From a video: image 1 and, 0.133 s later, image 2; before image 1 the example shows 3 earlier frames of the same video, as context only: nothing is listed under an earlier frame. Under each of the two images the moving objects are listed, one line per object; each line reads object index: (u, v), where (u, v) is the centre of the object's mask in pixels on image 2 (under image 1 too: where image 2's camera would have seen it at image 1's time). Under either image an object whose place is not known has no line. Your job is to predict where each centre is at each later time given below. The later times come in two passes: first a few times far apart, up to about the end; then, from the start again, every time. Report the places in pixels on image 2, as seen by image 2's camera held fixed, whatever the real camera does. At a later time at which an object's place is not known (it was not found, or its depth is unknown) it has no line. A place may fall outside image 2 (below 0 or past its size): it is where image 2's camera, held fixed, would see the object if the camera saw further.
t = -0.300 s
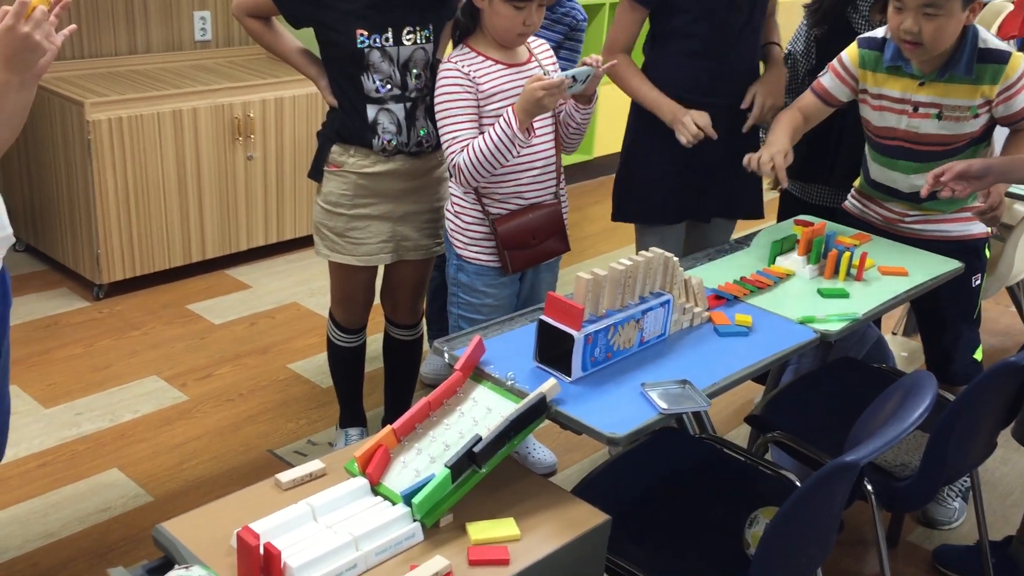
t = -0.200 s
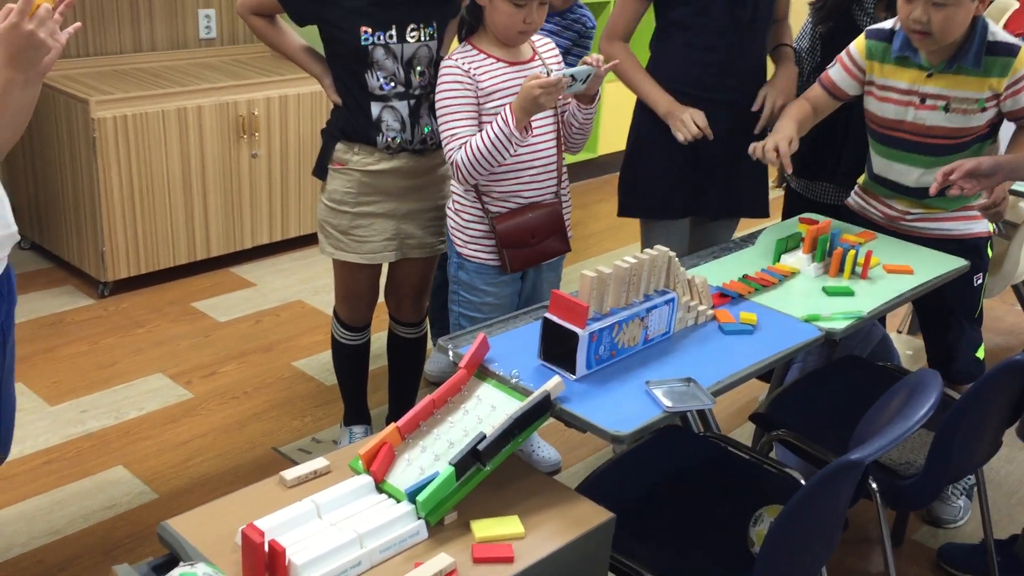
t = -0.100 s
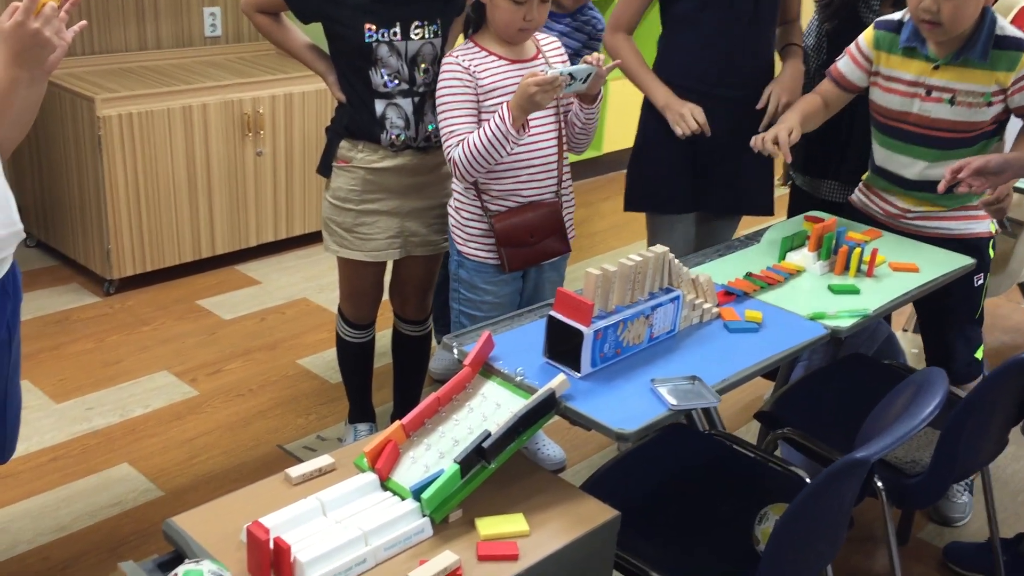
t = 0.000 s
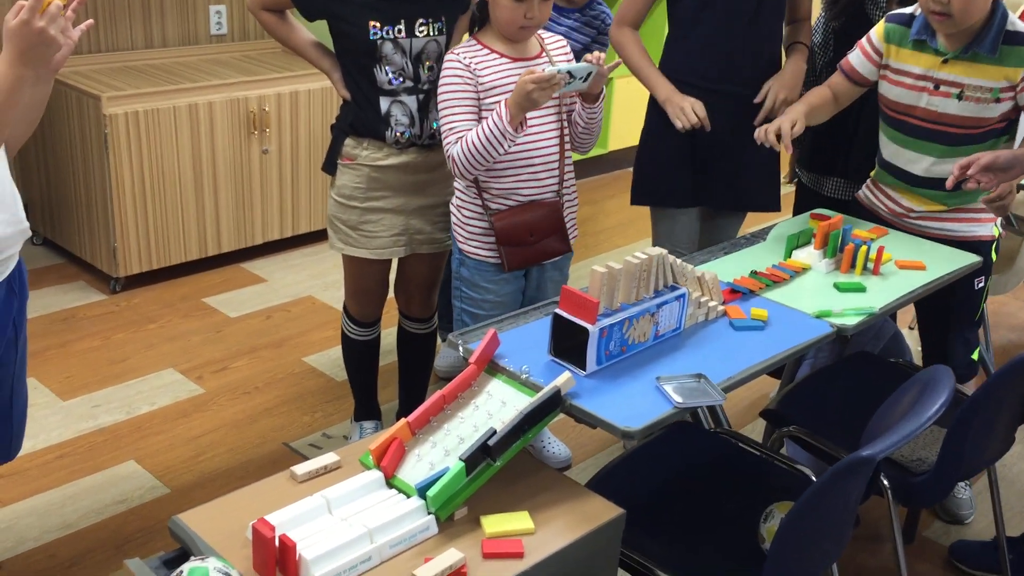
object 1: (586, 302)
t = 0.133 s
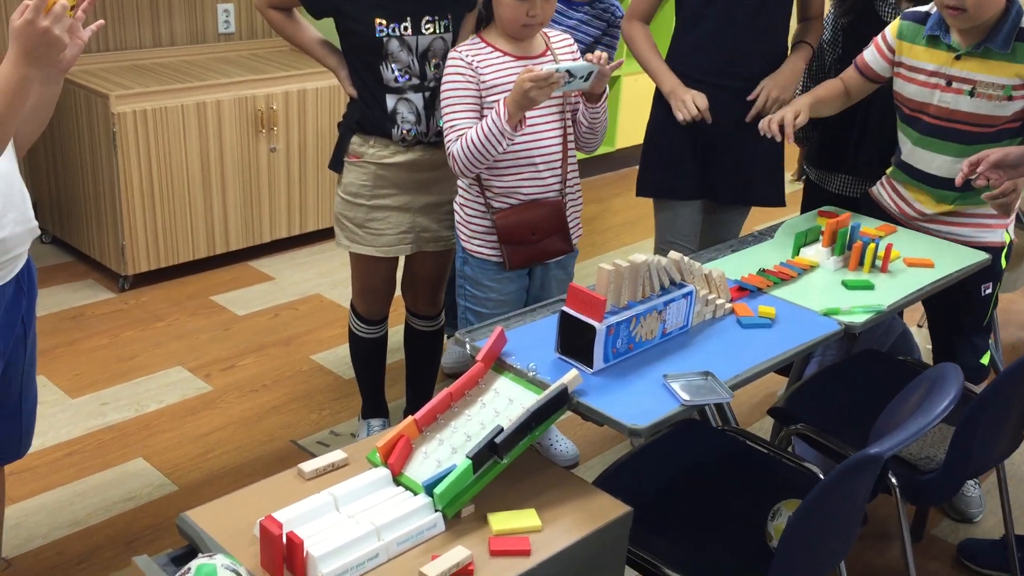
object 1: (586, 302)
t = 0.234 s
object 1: (586, 302)
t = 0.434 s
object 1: (564, 345)
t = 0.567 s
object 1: (544, 357)
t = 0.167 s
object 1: (586, 302)
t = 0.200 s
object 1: (586, 302)
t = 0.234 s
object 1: (586, 302)
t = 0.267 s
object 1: (585, 302)
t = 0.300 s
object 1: (582, 305)
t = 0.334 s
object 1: (577, 315)
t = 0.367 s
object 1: (573, 319)
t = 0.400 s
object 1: (570, 330)
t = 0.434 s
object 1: (564, 345)
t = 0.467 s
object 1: (556, 361)
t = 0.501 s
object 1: (553, 357)
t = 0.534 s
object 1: (548, 356)
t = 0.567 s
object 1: (544, 357)
